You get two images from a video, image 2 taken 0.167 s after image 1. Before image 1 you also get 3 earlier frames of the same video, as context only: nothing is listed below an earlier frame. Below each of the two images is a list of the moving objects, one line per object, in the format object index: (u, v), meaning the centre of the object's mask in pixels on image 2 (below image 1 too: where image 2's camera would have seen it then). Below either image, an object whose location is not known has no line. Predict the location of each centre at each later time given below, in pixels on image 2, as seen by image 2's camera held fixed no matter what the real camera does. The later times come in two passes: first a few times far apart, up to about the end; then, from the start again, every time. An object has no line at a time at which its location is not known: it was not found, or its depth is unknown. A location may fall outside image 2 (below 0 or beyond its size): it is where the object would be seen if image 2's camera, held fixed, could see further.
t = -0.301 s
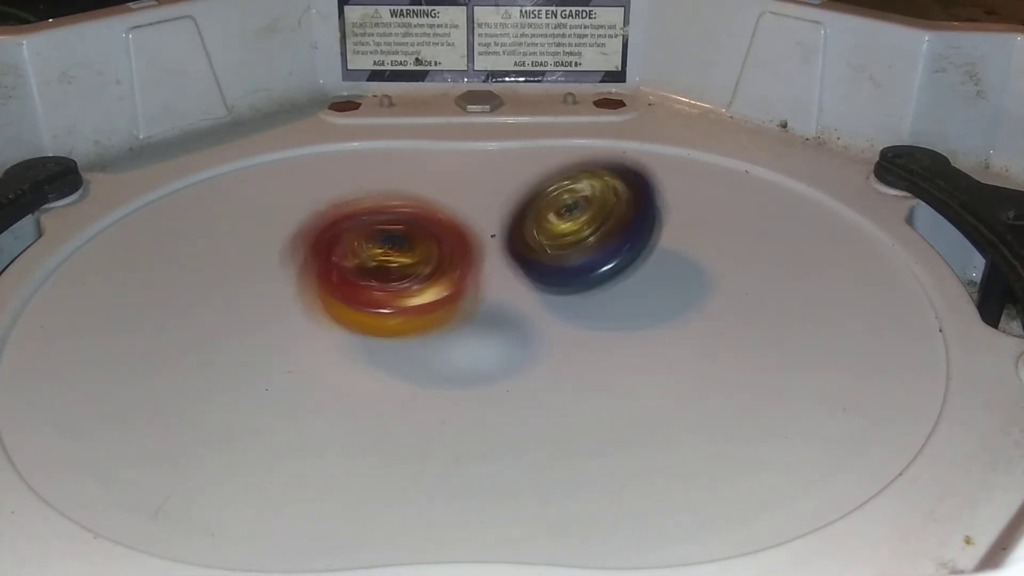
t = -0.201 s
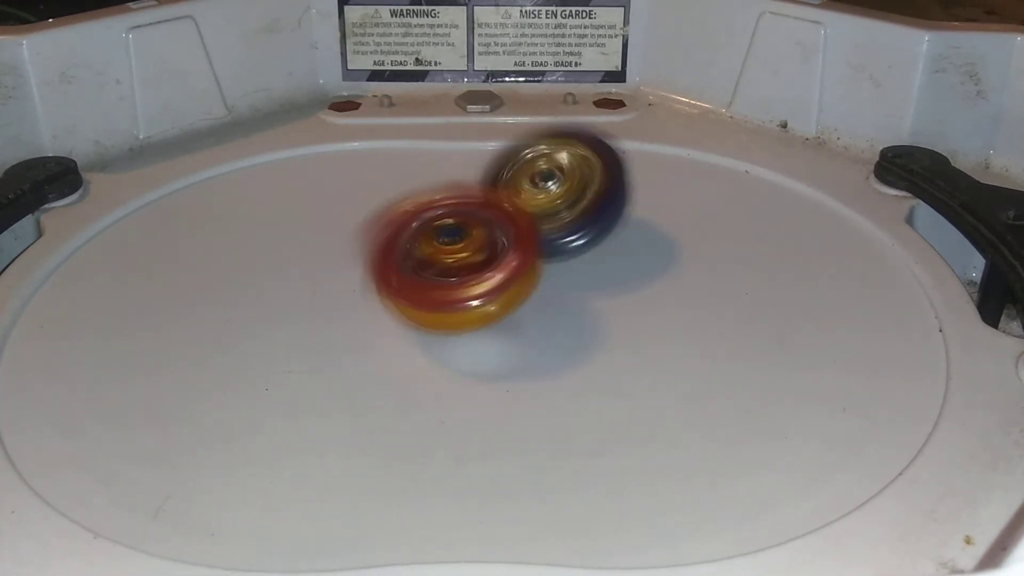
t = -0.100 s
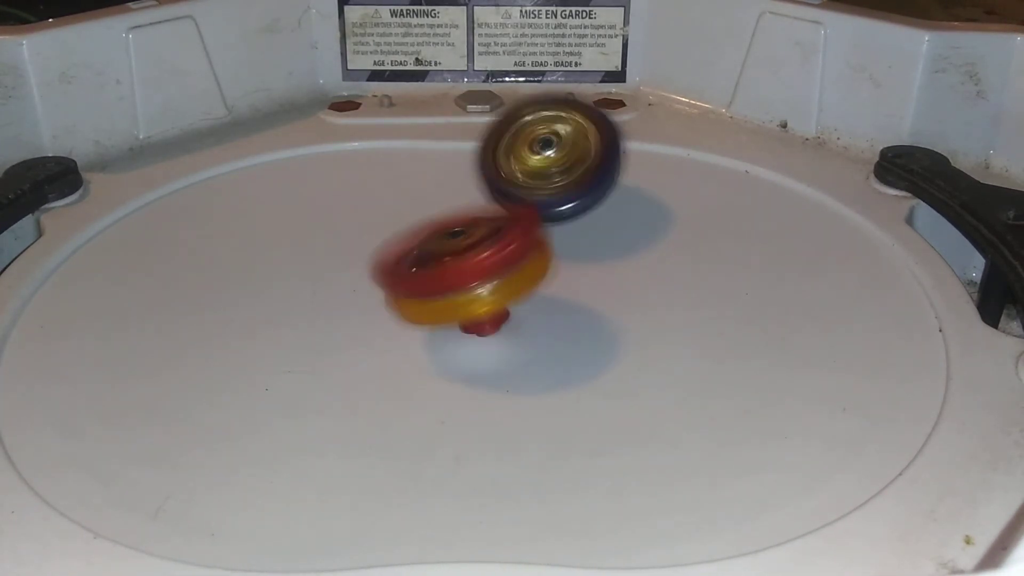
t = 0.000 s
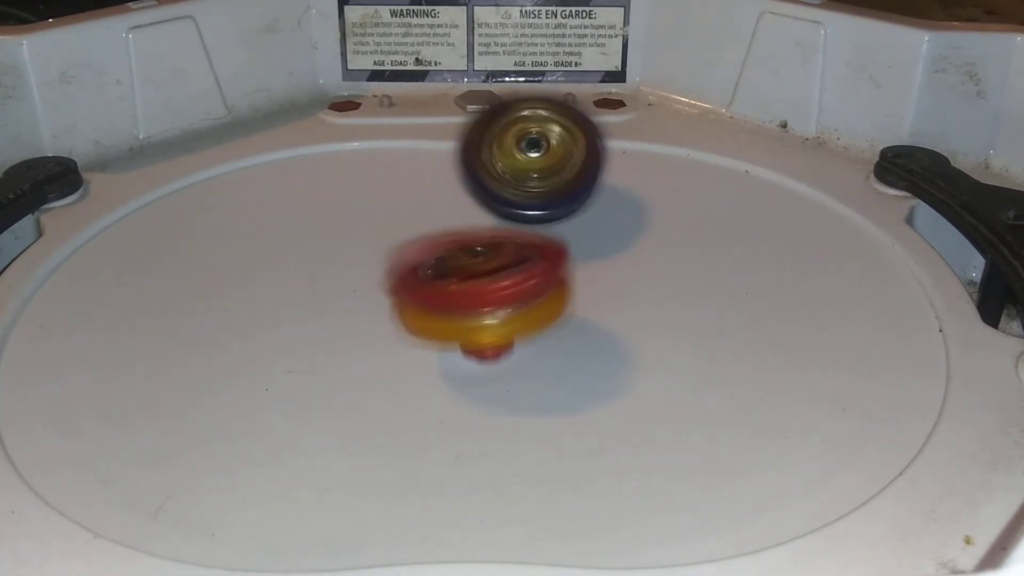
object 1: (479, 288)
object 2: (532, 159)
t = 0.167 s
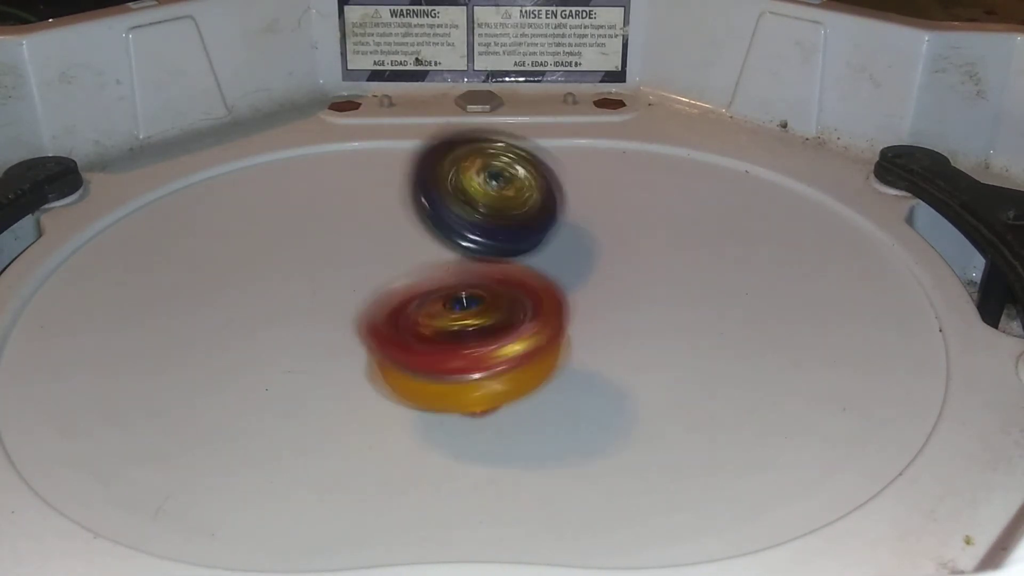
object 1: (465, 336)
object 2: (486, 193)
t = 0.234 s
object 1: (469, 348)
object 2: (465, 218)
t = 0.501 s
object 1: (543, 436)
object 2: (402, 200)
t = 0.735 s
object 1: (571, 418)
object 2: (428, 204)
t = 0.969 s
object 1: (608, 321)
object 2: (473, 234)
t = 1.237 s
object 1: (721, 250)
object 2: (468, 224)
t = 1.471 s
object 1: (663, 265)
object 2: (482, 251)
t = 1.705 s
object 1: (660, 263)
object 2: (431, 252)
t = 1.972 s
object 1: (612, 268)
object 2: (433, 251)
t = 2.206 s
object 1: (598, 254)
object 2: (427, 282)
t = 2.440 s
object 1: (607, 252)
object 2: (400, 334)
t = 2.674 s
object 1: (616, 257)
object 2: (395, 340)
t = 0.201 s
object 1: (466, 342)
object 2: (476, 205)
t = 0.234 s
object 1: (469, 348)
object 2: (465, 218)
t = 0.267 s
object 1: (470, 349)
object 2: (457, 226)
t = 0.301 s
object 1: (471, 349)
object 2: (449, 234)
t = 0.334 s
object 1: (477, 351)
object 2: (443, 247)
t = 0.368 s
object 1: (486, 374)
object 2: (434, 242)
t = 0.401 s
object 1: (503, 393)
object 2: (426, 229)
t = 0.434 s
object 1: (524, 415)
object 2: (415, 211)
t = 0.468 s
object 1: (541, 427)
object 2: (407, 204)
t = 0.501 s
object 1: (543, 436)
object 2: (402, 200)
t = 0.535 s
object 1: (554, 444)
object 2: (402, 200)
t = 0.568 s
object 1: (557, 444)
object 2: (405, 201)
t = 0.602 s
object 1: (567, 444)
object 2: (410, 202)
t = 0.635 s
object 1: (565, 439)
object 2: (416, 202)
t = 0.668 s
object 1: (567, 433)
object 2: (423, 202)
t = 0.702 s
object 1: (564, 426)
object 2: (425, 203)
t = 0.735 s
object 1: (571, 418)
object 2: (428, 204)
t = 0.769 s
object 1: (574, 407)
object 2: (430, 209)
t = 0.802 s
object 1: (584, 399)
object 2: (433, 213)
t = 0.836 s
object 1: (590, 385)
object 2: (439, 218)
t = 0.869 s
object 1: (597, 371)
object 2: (447, 221)
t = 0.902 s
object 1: (600, 356)
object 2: (457, 225)
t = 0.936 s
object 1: (606, 338)
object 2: (467, 234)
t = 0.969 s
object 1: (608, 321)
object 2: (473, 234)
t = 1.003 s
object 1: (612, 304)
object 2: (483, 241)
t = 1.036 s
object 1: (634, 292)
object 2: (481, 238)
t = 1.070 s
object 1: (661, 278)
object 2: (472, 227)
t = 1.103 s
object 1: (683, 275)
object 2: (466, 225)
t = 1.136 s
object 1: (700, 266)
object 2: (463, 226)
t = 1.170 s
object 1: (709, 256)
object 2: (463, 224)
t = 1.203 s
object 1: (718, 252)
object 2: (464, 223)
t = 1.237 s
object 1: (721, 250)
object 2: (468, 224)
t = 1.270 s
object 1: (722, 246)
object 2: (472, 226)
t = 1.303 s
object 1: (717, 244)
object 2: (471, 228)
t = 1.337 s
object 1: (709, 246)
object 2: (471, 232)
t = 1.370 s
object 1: (697, 251)
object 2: (472, 234)
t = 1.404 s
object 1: (685, 252)
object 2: (474, 239)
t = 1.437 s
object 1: (674, 259)
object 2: (477, 244)
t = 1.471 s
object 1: (663, 265)
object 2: (482, 251)
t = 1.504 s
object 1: (667, 264)
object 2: (472, 250)
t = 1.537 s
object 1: (668, 267)
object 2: (462, 252)
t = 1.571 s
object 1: (672, 269)
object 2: (454, 251)
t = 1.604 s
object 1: (672, 270)
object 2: (452, 256)
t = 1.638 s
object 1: (670, 269)
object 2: (444, 250)
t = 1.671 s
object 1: (666, 265)
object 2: (436, 255)
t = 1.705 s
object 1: (660, 263)
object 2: (431, 252)
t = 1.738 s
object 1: (657, 265)
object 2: (429, 256)
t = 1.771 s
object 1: (651, 264)
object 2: (432, 256)
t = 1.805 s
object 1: (643, 263)
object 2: (436, 254)
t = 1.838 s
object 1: (636, 262)
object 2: (439, 252)
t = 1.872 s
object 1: (629, 264)
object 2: (440, 250)
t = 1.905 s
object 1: (622, 267)
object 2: (439, 249)
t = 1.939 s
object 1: (615, 268)
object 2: (436, 255)
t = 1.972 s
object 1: (612, 268)
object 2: (433, 251)
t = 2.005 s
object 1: (611, 267)
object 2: (420, 259)
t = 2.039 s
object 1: (607, 267)
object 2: (417, 260)
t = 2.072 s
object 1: (601, 265)
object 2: (410, 264)
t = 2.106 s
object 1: (597, 263)
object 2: (410, 269)
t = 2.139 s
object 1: (594, 260)
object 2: (415, 273)
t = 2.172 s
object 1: (592, 258)
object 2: (422, 278)
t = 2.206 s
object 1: (598, 254)
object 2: (427, 282)
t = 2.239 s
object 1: (604, 252)
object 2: (423, 290)
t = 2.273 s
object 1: (606, 252)
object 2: (421, 297)
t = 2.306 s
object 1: (606, 252)
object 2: (417, 307)
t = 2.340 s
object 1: (606, 252)
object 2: (415, 314)
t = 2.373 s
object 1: (606, 252)
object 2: (409, 321)
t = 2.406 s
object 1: (607, 252)
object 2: (404, 328)
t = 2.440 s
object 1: (607, 252)
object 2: (400, 334)
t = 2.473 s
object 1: (608, 253)
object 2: (399, 338)
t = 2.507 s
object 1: (609, 254)
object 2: (396, 340)
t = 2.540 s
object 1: (611, 255)
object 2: (395, 342)
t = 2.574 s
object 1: (613, 256)
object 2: (392, 344)
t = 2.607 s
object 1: (614, 256)
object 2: (393, 344)
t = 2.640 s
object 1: (615, 256)
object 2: (394, 343)
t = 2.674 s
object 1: (616, 257)
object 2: (395, 340)
